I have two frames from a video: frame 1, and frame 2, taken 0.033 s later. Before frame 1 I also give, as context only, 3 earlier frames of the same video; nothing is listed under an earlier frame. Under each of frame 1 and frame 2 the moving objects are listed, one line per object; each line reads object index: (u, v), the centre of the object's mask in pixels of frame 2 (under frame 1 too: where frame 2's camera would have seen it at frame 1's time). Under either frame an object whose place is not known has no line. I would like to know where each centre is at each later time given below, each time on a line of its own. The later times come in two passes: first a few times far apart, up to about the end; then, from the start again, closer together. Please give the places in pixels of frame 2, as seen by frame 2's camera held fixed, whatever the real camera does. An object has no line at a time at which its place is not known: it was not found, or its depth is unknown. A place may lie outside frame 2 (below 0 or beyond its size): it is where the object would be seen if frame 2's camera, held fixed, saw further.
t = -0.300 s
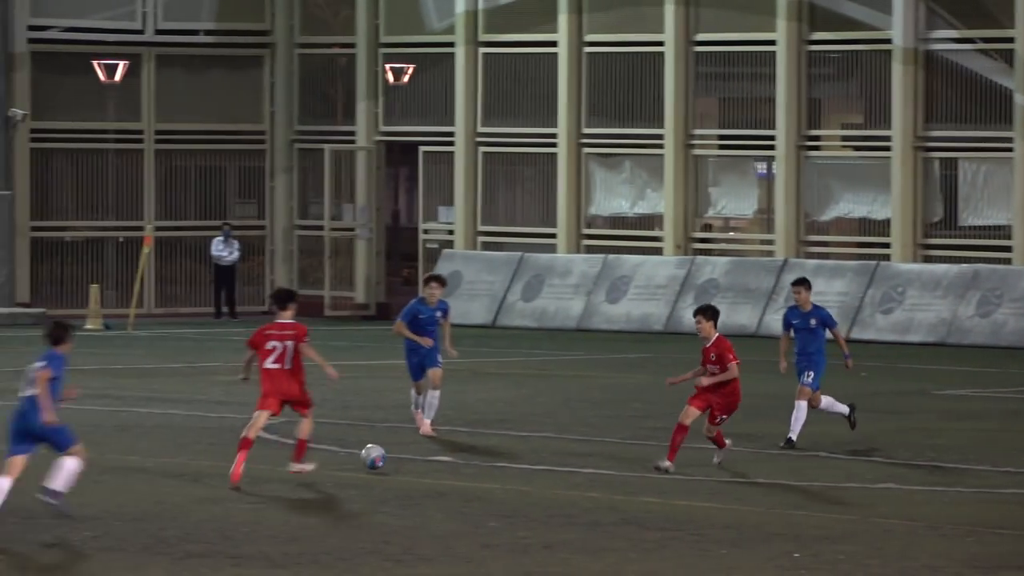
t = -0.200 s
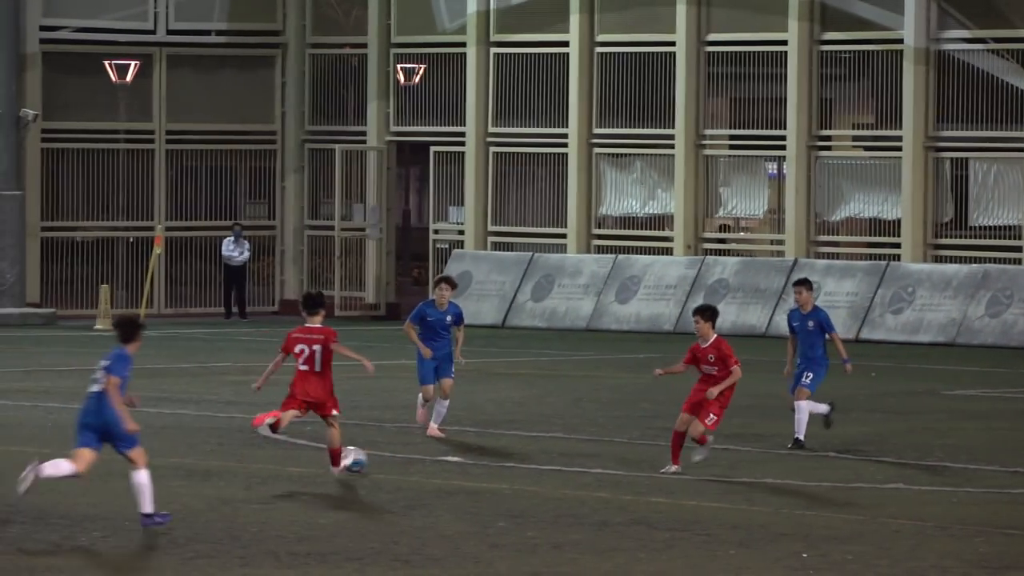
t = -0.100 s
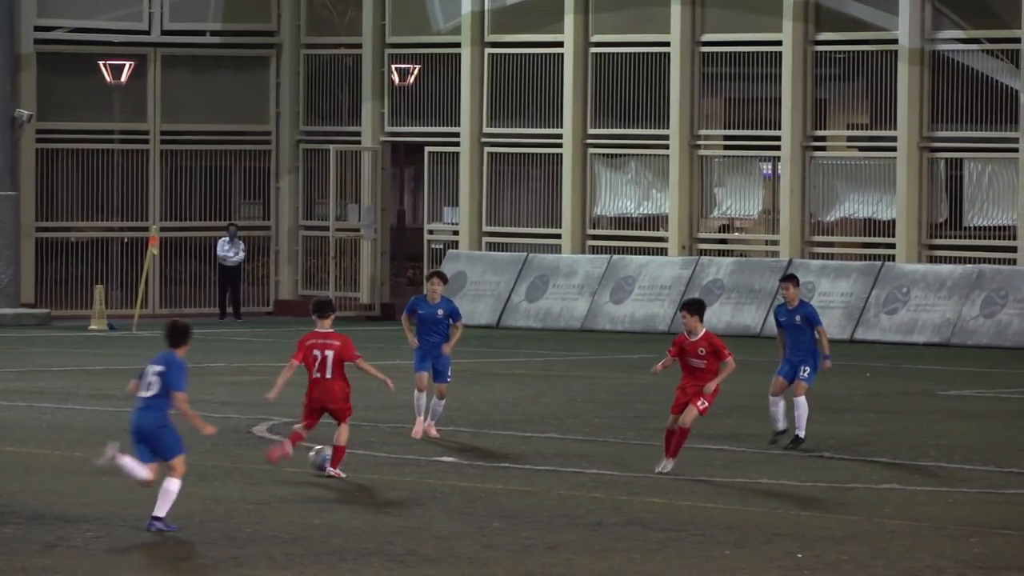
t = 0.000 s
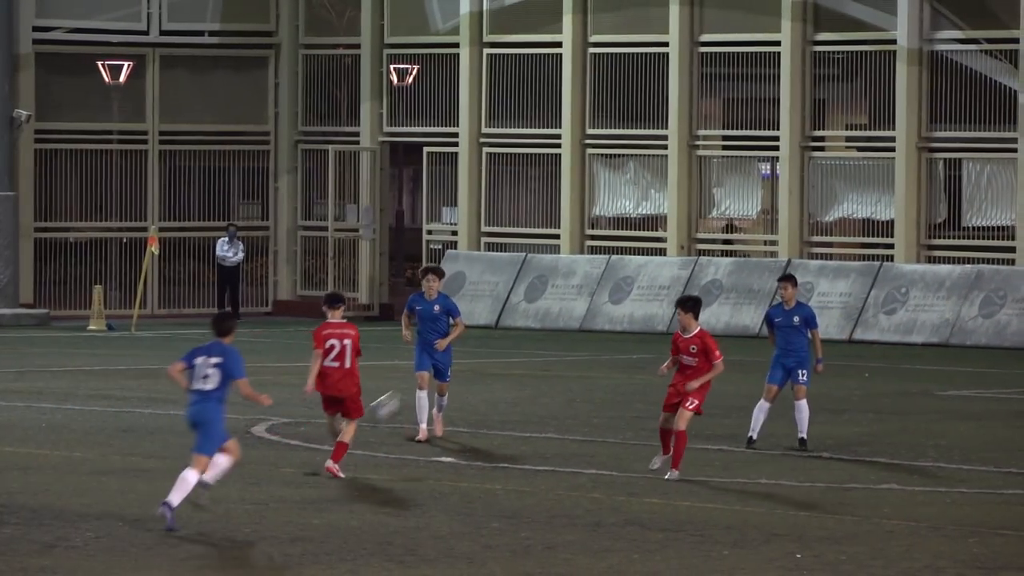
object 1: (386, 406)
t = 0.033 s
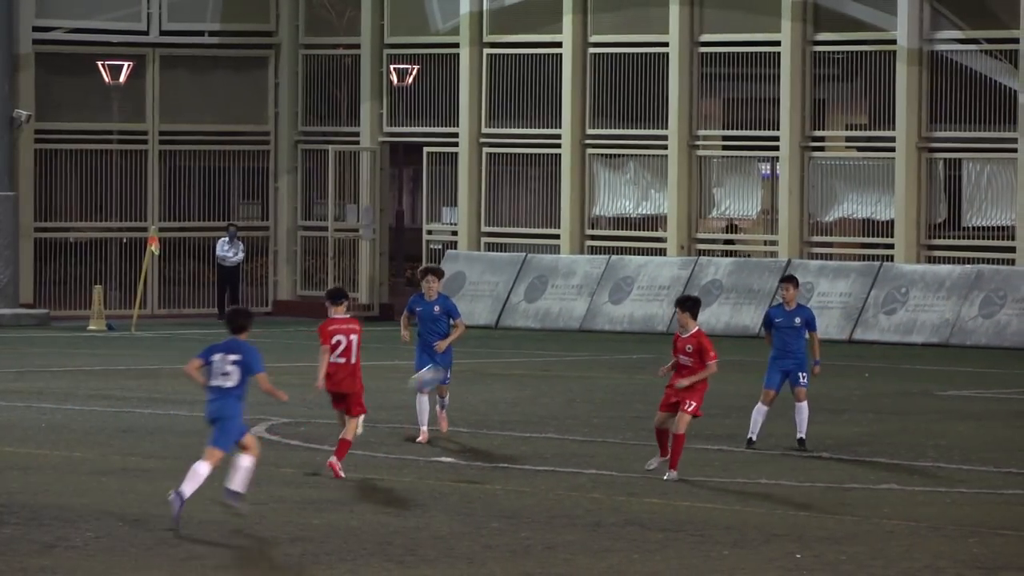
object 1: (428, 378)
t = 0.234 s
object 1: (656, 249)
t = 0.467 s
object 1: (898, 149)
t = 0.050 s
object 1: (447, 366)
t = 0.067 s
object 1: (467, 354)
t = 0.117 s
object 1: (524, 318)
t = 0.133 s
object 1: (543, 310)
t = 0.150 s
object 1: (564, 297)
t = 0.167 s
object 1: (583, 285)
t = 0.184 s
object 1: (601, 275)
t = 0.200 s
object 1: (621, 265)
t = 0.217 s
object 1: (639, 257)
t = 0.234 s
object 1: (656, 249)
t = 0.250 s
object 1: (675, 239)
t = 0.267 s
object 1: (693, 232)
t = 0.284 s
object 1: (709, 222)
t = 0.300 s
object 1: (728, 215)
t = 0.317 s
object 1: (745, 209)
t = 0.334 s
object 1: (763, 202)
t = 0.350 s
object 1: (779, 192)
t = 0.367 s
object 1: (797, 186)
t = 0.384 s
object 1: (815, 178)
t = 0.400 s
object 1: (832, 172)
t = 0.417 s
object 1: (849, 167)
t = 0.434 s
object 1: (866, 161)
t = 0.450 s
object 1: (881, 155)
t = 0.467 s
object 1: (898, 149)
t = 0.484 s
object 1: (915, 145)
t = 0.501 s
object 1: (931, 140)
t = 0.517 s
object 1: (947, 135)
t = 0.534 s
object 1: (963, 129)
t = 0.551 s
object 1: (980, 126)
